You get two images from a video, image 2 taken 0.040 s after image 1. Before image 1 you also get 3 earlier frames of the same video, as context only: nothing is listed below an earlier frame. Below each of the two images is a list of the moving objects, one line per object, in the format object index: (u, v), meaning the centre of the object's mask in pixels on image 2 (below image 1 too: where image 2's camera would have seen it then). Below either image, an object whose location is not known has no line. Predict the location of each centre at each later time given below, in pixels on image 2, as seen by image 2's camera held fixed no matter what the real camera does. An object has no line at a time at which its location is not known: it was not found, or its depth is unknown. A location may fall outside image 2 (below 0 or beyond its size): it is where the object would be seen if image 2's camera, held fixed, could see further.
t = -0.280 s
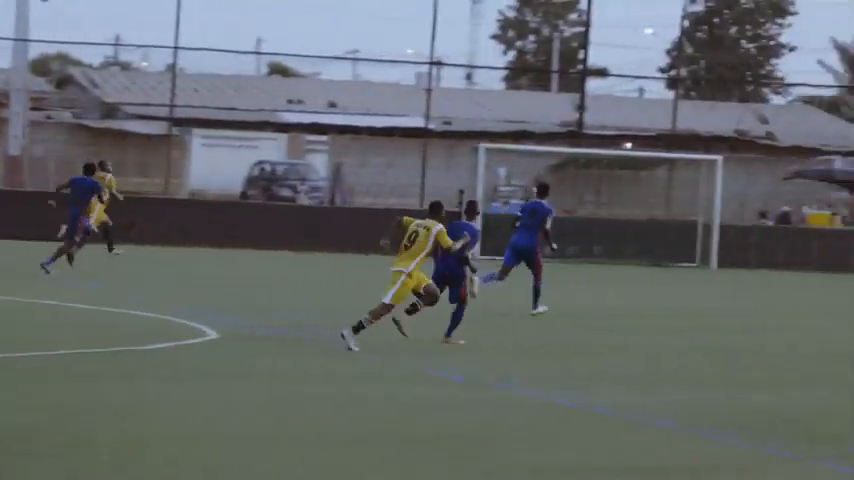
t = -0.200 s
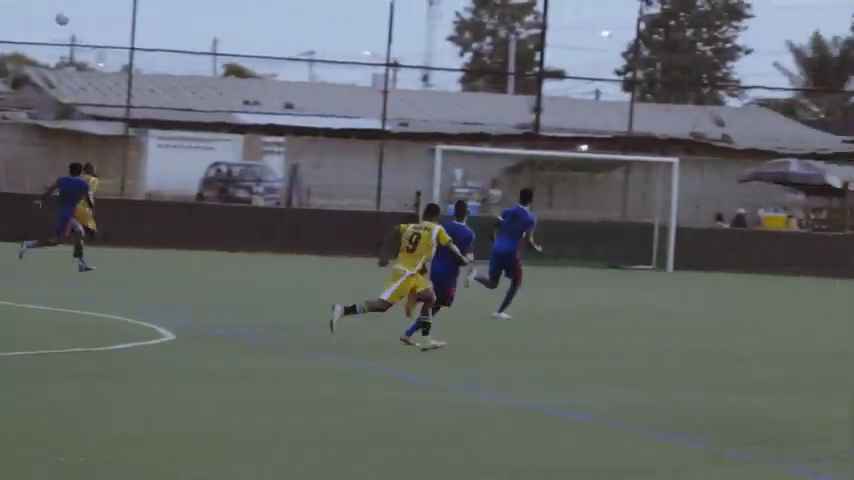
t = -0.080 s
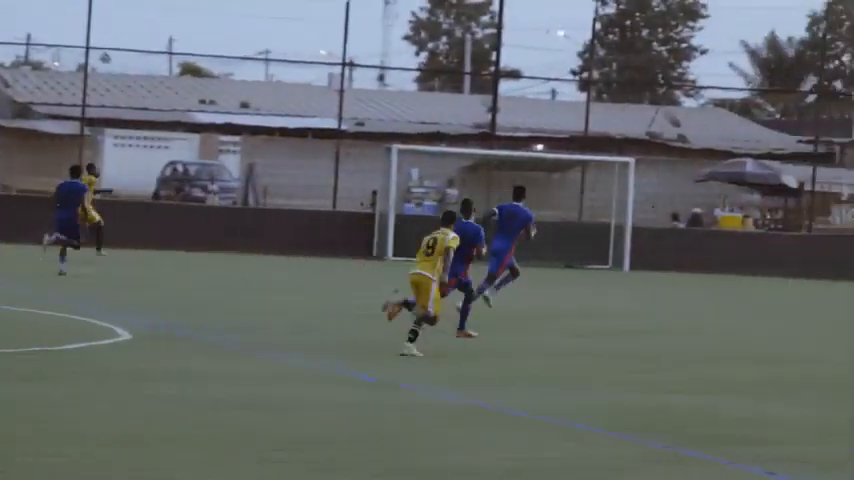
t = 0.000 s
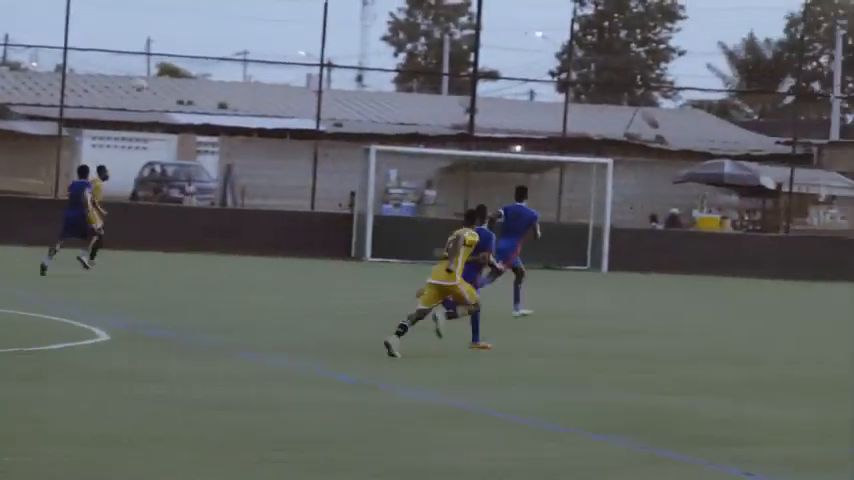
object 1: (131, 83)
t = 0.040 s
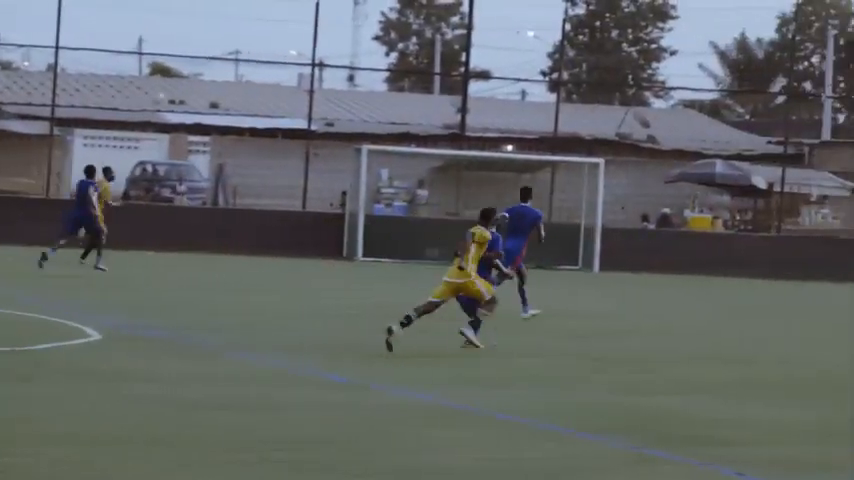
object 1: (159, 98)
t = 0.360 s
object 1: (345, 222)
